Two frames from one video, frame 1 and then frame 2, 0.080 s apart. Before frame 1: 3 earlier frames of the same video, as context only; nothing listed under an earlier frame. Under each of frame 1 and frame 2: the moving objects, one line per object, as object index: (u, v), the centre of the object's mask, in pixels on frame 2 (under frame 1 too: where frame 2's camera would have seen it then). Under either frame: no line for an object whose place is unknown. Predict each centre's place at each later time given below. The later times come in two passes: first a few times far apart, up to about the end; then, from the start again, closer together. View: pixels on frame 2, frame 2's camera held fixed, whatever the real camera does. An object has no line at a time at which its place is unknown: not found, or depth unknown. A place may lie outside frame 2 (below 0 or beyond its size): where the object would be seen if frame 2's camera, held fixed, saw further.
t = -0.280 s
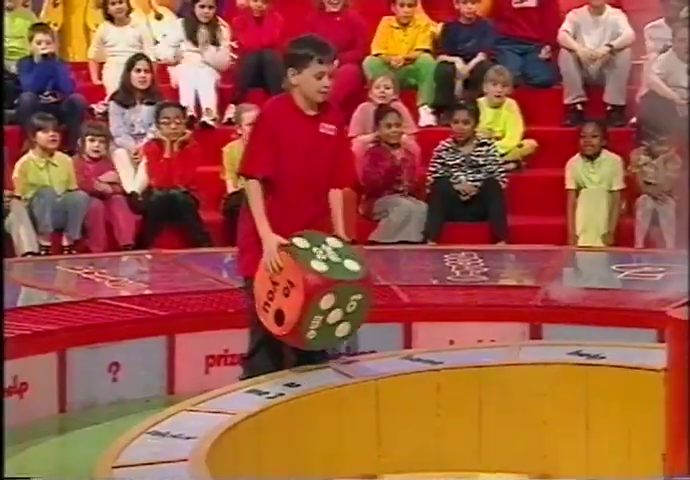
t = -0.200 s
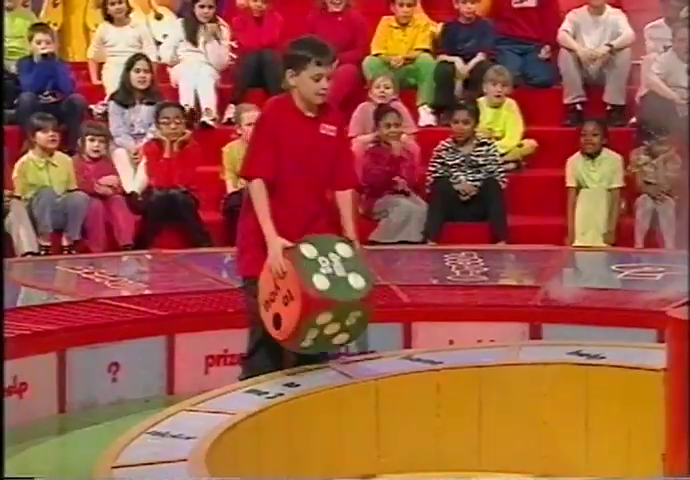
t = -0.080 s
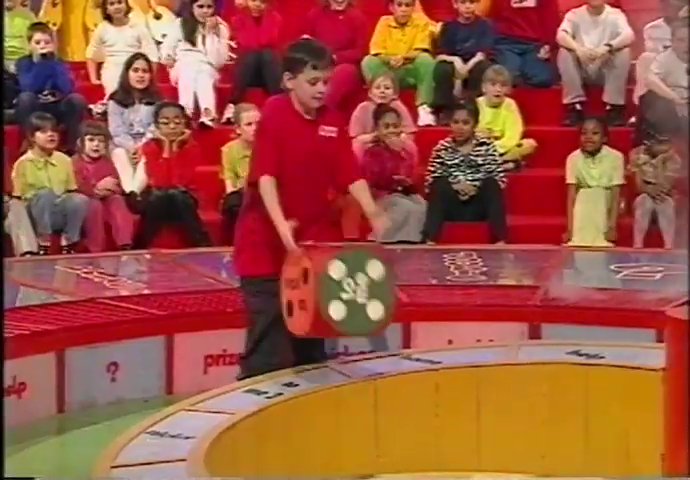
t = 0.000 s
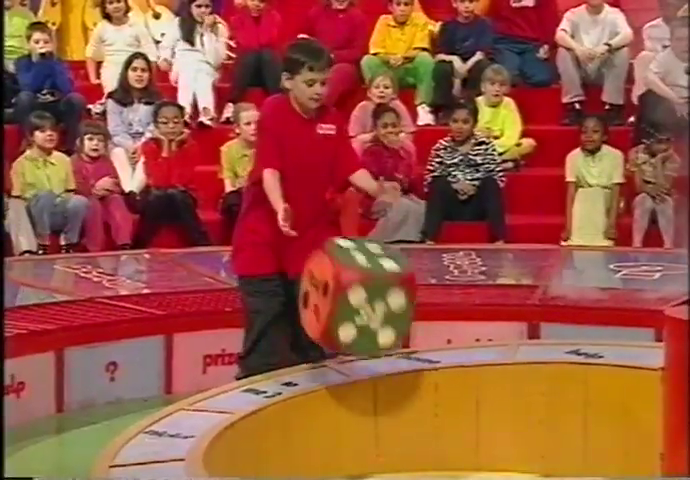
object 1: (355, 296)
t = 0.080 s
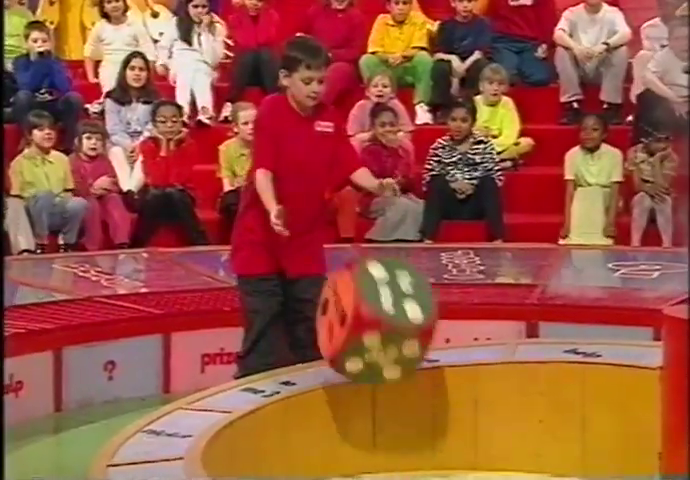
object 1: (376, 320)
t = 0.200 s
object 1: (408, 388)
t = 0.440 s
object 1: (420, 407)
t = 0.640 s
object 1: (408, 443)
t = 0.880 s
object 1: (413, 447)
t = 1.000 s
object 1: (426, 459)
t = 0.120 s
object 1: (384, 327)
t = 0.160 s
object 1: (397, 354)
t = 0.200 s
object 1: (408, 388)
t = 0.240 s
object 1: (420, 427)
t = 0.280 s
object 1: (426, 439)
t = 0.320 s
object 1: (424, 429)
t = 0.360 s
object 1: (423, 419)
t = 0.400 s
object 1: (422, 411)
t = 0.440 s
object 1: (420, 407)
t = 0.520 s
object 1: (416, 414)
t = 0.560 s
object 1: (415, 422)
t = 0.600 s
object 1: (412, 431)
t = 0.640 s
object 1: (408, 443)
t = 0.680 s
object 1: (407, 444)
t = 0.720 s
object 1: (409, 440)
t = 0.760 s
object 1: (409, 438)
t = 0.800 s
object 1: (411, 437)
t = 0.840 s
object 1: (412, 441)
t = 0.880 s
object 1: (413, 447)
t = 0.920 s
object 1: (415, 455)
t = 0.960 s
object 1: (420, 460)
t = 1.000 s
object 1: (426, 459)
